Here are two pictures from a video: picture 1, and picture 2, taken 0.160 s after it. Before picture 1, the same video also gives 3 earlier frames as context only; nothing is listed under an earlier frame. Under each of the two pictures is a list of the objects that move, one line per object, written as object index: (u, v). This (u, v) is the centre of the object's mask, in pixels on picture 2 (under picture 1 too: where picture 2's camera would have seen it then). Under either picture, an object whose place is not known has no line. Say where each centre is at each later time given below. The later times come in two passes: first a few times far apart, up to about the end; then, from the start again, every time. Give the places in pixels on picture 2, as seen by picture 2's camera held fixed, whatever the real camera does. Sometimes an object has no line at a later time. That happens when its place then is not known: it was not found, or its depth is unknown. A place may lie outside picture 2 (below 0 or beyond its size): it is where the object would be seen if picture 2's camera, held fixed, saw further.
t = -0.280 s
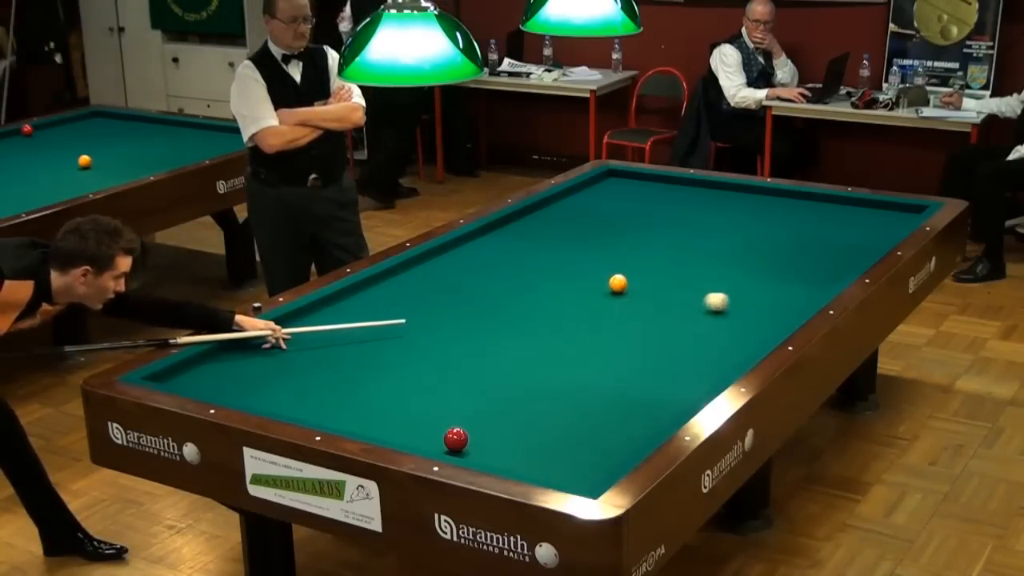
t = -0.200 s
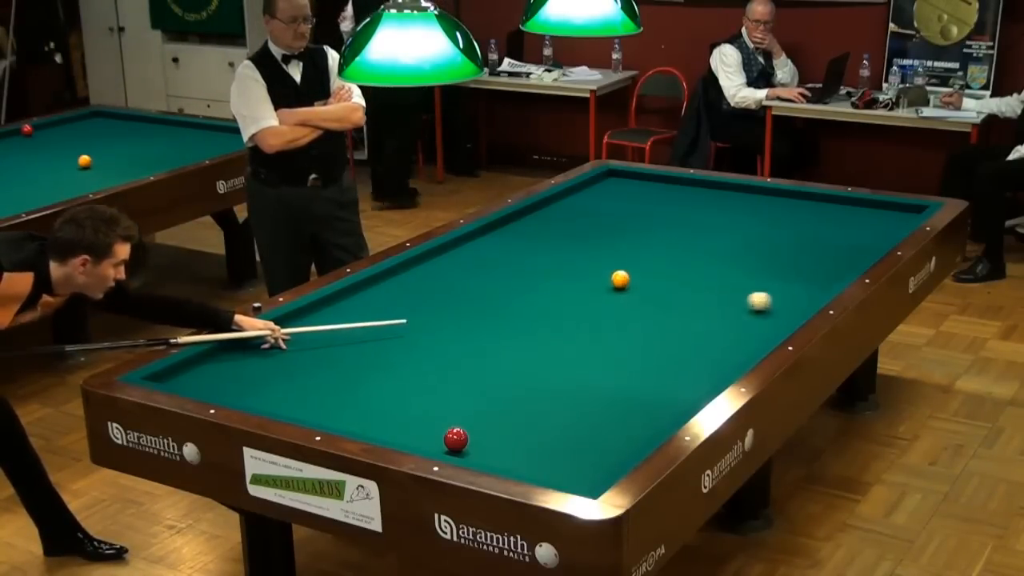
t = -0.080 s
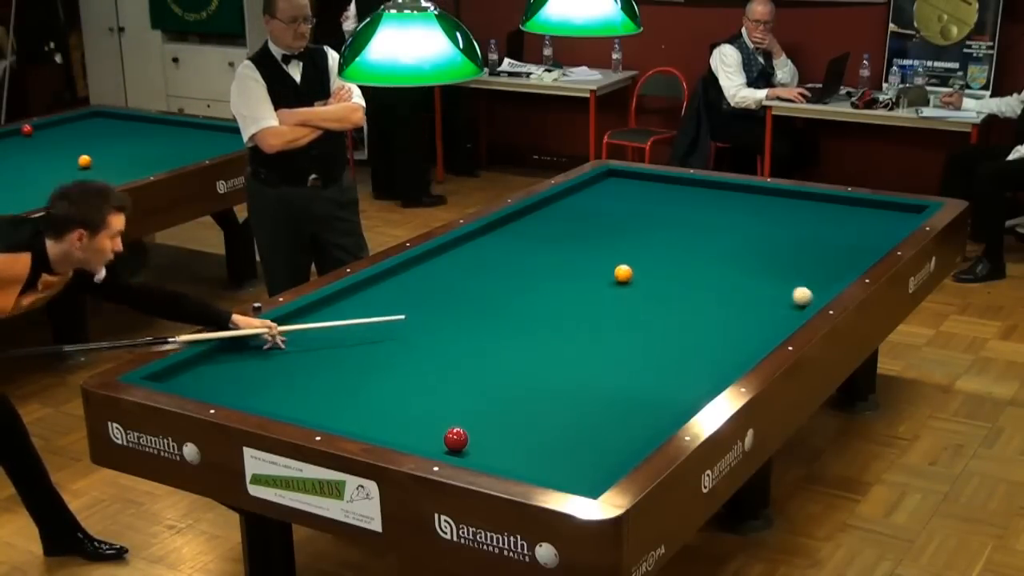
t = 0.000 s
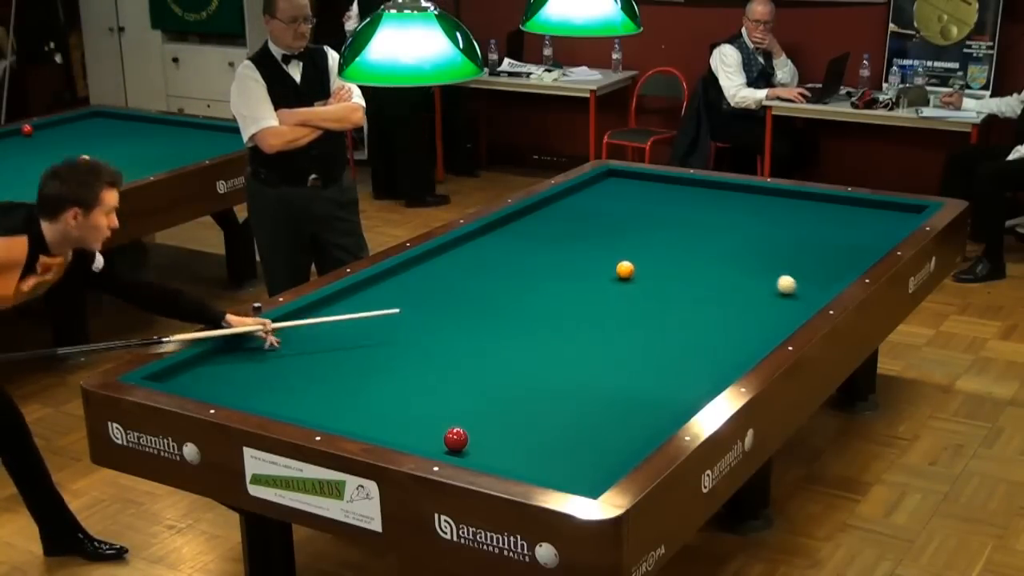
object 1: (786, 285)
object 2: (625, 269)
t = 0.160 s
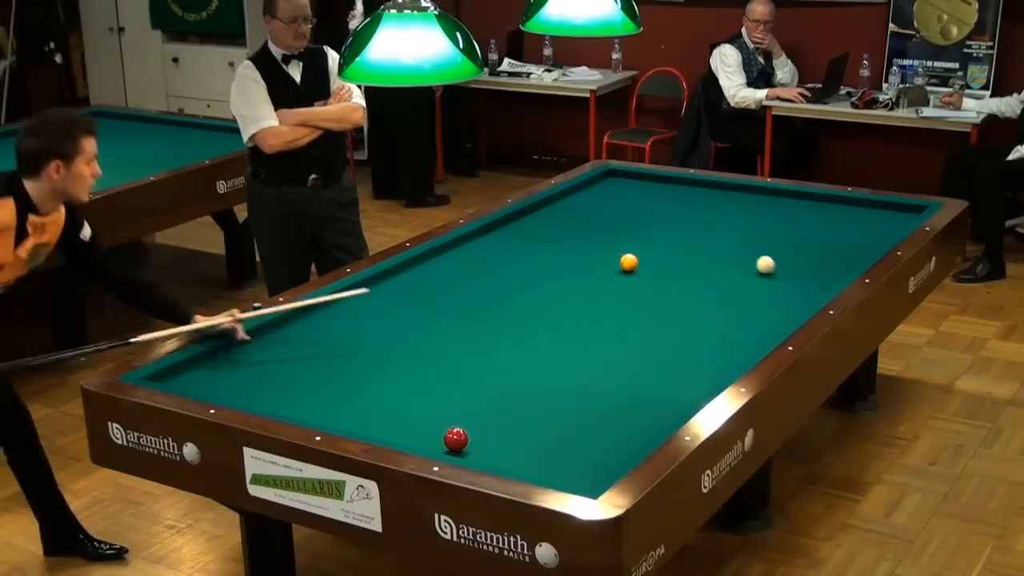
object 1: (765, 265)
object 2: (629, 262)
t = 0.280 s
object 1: (755, 252)
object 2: (631, 257)
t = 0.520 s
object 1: (737, 229)
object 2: (636, 247)
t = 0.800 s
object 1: (718, 205)
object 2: (642, 236)
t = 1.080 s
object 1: (701, 184)
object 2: (647, 226)
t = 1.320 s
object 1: (648, 185)
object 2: (651, 218)
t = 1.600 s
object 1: (586, 187)
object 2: (655, 210)
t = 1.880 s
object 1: (585, 198)
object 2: (659, 201)
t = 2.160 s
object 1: (591, 211)
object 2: (663, 194)
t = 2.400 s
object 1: (597, 222)
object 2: (666, 188)
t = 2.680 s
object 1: (604, 235)
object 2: (669, 182)
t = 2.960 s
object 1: (611, 249)
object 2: (665, 180)
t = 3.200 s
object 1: (617, 262)
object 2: (656, 182)
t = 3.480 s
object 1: (624, 278)
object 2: (646, 184)
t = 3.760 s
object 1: (632, 294)
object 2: (637, 186)
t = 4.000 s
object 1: (639, 309)
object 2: (629, 188)
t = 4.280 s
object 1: (648, 327)
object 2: (621, 190)
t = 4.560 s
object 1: (657, 346)
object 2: (613, 192)
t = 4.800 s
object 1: (665, 363)
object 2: (606, 193)
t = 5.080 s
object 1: (676, 384)
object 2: (599, 195)
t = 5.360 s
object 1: (677, 402)
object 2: (593, 196)
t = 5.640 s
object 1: (648, 412)
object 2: (587, 197)
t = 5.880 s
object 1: (624, 420)
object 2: (583, 198)
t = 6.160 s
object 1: (596, 429)
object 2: (578, 199)
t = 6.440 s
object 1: (569, 437)
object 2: (575, 200)
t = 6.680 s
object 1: (545, 445)
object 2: (572, 201)
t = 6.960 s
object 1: (518, 453)
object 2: (569, 201)
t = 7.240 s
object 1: (494, 458)
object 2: (567, 201)
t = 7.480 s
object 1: (493, 454)
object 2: (566, 201)
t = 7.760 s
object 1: (494, 450)
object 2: (565, 202)
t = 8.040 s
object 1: (496, 443)
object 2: (565, 202)
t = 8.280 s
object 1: (497, 439)
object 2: (564, 202)
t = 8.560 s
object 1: (498, 434)
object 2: (565, 202)
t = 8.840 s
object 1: (499, 431)
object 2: (565, 202)
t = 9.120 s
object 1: (499, 427)
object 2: (565, 202)
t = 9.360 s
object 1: (500, 424)
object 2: (565, 202)
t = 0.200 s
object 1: (762, 260)
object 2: (629, 261)
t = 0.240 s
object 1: (758, 256)
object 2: (630, 259)
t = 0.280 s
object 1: (755, 252)
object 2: (631, 257)
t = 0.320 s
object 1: (752, 248)
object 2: (632, 255)
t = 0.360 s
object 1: (749, 244)
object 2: (633, 254)
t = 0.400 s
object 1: (746, 240)
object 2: (634, 252)
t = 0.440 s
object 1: (742, 236)
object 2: (635, 250)
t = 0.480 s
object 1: (739, 232)
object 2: (636, 249)
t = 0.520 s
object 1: (737, 229)
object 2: (636, 247)
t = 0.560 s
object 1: (734, 225)
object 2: (637, 245)
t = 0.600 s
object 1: (731, 222)
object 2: (638, 244)
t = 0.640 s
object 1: (728, 218)
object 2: (639, 242)
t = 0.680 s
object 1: (726, 215)
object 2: (640, 241)
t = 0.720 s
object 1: (723, 211)
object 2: (640, 239)
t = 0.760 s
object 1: (720, 208)
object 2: (641, 238)
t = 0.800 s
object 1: (718, 205)
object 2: (642, 236)
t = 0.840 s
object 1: (715, 202)
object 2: (643, 235)
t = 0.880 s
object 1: (713, 198)
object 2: (643, 233)
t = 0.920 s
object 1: (710, 195)
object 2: (644, 232)
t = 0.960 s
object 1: (708, 192)
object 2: (645, 230)
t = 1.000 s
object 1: (706, 189)
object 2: (646, 229)
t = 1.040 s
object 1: (704, 186)
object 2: (646, 228)
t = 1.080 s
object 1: (701, 184)
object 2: (647, 226)
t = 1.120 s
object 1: (696, 182)
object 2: (648, 225)
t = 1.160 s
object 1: (686, 183)
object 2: (649, 224)
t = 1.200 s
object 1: (676, 184)
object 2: (649, 222)
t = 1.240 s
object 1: (666, 184)
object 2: (650, 221)
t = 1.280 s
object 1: (657, 185)
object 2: (650, 220)
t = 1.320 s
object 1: (648, 185)
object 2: (651, 218)
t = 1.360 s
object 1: (639, 185)
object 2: (651, 217)
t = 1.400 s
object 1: (630, 185)
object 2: (652, 216)
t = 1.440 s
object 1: (621, 186)
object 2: (653, 215)
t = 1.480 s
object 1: (612, 186)
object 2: (653, 213)
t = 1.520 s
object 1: (604, 186)
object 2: (654, 212)
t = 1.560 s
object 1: (595, 187)
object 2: (655, 211)
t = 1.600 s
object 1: (586, 187)
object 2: (655, 210)
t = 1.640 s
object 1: (578, 187)
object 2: (656, 209)
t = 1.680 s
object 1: (579, 189)
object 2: (656, 208)
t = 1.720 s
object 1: (581, 191)
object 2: (657, 207)
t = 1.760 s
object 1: (582, 193)
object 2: (657, 206)
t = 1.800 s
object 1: (583, 195)
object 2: (658, 204)
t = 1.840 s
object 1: (584, 196)
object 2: (659, 203)
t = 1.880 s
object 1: (585, 198)
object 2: (659, 201)
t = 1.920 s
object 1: (586, 200)
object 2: (660, 201)
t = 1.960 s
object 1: (587, 202)
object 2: (660, 200)
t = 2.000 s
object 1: (588, 203)
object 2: (661, 199)
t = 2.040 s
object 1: (589, 205)
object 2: (661, 197)
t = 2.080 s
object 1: (590, 207)
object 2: (662, 196)
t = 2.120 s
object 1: (590, 209)
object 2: (662, 195)
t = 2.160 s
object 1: (591, 211)
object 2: (663, 194)
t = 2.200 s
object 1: (592, 212)
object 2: (663, 193)
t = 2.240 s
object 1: (593, 214)
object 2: (664, 192)
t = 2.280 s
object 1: (594, 216)
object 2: (664, 191)
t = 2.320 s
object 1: (595, 218)
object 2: (665, 190)
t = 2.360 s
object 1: (596, 220)
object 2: (665, 189)
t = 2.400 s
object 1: (597, 222)
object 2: (666, 188)
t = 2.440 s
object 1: (598, 224)
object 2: (666, 187)
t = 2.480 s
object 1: (599, 225)
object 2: (667, 186)
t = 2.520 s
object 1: (600, 227)
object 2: (667, 185)
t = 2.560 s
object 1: (601, 229)
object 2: (668, 185)
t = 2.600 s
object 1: (602, 231)
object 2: (668, 183)
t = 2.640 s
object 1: (603, 233)
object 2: (669, 183)
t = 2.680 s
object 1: (604, 235)
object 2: (669, 182)
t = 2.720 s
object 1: (604, 237)
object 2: (670, 181)
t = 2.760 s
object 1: (605, 239)
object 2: (670, 180)
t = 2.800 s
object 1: (607, 241)
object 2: (670, 179)
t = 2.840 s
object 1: (607, 243)
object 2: (670, 179)
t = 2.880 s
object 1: (609, 245)
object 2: (668, 179)
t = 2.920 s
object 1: (610, 247)
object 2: (667, 179)
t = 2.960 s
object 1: (611, 249)
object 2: (665, 180)
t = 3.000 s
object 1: (612, 252)
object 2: (664, 180)
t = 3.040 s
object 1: (613, 254)
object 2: (662, 180)
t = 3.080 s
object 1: (614, 256)
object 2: (661, 181)
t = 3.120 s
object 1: (614, 258)
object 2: (659, 181)
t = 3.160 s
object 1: (616, 260)
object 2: (658, 181)
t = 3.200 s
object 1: (617, 262)
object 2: (656, 182)
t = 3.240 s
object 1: (618, 264)
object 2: (655, 182)
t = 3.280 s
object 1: (619, 267)
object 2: (653, 182)
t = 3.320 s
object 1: (620, 269)
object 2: (652, 182)
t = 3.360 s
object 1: (621, 271)
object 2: (650, 183)
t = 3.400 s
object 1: (622, 273)
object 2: (649, 183)
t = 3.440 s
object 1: (623, 275)
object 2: (647, 183)
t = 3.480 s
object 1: (624, 278)
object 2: (646, 184)
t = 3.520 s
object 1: (625, 280)
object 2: (645, 184)
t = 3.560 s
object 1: (626, 283)
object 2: (643, 184)
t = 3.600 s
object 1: (628, 285)
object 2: (642, 185)
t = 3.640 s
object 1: (629, 287)
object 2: (641, 185)
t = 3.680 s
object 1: (630, 290)
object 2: (639, 185)
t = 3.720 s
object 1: (631, 292)
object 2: (638, 186)
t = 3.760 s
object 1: (632, 294)
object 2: (637, 186)
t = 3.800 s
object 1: (633, 297)
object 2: (635, 186)
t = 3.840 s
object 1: (635, 299)
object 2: (634, 187)
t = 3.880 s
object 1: (636, 302)
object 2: (633, 187)
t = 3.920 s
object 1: (637, 304)
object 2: (631, 187)
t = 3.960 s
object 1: (638, 307)
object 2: (630, 188)
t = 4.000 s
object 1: (639, 309)
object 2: (629, 188)
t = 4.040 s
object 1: (641, 312)
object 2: (628, 188)
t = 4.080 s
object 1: (642, 314)
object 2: (626, 189)
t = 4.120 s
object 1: (643, 317)
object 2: (625, 189)
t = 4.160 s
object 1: (644, 319)
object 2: (624, 189)
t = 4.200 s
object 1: (646, 322)
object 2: (623, 189)
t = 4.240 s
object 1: (647, 325)
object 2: (622, 190)
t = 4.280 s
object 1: (648, 327)
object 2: (621, 190)
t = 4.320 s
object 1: (649, 330)
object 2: (619, 190)
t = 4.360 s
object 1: (651, 332)
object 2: (618, 190)
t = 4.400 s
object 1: (652, 335)
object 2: (617, 191)
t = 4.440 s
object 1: (653, 338)
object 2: (616, 191)
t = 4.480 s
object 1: (655, 340)
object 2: (615, 191)
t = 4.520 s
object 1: (656, 343)
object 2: (614, 191)
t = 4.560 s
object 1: (657, 346)
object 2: (613, 192)
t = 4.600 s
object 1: (659, 349)
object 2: (611, 192)
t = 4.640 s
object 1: (660, 352)
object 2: (610, 192)
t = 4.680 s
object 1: (661, 354)
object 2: (609, 192)
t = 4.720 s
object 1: (663, 357)
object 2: (608, 193)
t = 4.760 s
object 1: (664, 360)
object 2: (607, 193)
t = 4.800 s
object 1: (665, 363)
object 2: (606, 193)
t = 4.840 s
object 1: (667, 366)
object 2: (605, 193)
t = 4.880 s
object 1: (668, 369)
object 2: (604, 193)
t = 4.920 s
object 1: (670, 372)
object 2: (603, 194)
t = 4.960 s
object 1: (671, 375)
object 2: (602, 194)
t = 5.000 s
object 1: (673, 378)
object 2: (601, 194)
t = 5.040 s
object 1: (674, 380)
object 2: (600, 194)
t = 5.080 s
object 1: (676, 384)
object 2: (599, 195)
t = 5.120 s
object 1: (677, 387)
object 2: (598, 195)
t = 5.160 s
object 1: (679, 390)
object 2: (598, 195)
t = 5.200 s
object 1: (680, 393)
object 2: (597, 195)
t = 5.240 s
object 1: (681, 396)
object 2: (596, 195)
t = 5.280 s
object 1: (683, 398)
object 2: (595, 196)
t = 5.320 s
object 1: (681, 400)
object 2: (594, 196)
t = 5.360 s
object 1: (677, 402)
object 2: (593, 196)
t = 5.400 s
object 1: (672, 404)
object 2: (592, 196)
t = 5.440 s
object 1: (669, 405)
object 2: (591, 196)
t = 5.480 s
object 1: (665, 406)
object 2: (591, 196)
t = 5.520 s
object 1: (660, 408)
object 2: (590, 197)
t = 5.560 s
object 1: (656, 409)
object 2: (589, 197)
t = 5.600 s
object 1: (652, 411)
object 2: (588, 197)
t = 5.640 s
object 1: (648, 412)
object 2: (587, 197)
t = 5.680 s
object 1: (644, 413)
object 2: (587, 197)
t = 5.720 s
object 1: (640, 414)
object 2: (586, 197)
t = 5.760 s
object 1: (636, 416)
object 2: (585, 198)
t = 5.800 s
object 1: (632, 417)
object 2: (584, 198)
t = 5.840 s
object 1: (628, 418)
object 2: (584, 198)
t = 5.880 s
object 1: (624, 420)
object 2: (583, 198)
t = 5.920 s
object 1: (620, 421)
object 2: (582, 198)
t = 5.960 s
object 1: (616, 422)
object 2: (582, 198)
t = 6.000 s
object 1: (612, 424)
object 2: (581, 199)
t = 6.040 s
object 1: (608, 425)
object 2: (580, 199)
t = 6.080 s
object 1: (604, 426)
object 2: (580, 199)
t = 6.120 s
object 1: (600, 427)
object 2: (579, 199)
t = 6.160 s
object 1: (596, 429)
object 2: (578, 199)
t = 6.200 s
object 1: (592, 430)
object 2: (578, 199)
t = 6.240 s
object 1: (588, 431)
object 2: (577, 199)
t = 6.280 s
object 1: (584, 432)
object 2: (577, 199)
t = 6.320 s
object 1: (580, 434)
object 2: (576, 200)
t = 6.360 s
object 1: (576, 435)
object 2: (576, 200)
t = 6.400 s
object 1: (573, 436)
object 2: (575, 200)
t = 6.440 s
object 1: (569, 437)
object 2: (575, 200)
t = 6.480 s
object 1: (565, 438)
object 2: (574, 200)
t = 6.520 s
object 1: (561, 440)
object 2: (574, 200)
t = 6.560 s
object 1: (557, 441)
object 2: (573, 200)
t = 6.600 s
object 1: (553, 443)
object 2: (573, 201)
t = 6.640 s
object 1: (549, 443)
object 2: (572, 201)
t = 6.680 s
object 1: (545, 445)
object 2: (572, 201)
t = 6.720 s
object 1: (541, 446)
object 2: (571, 201)
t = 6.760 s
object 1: (537, 447)
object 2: (571, 201)
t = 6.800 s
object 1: (534, 449)
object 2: (571, 201)
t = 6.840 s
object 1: (530, 450)
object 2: (570, 201)
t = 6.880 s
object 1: (526, 451)
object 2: (570, 201)
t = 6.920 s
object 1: (523, 452)
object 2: (569, 201)
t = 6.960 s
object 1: (518, 453)
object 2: (569, 201)
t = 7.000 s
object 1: (515, 454)
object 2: (569, 201)
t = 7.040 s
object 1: (512, 456)
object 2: (569, 201)
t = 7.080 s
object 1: (508, 456)
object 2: (568, 201)
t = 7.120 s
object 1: (504, 457)
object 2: (568, 201)
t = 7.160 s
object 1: (501, 457)
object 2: (568, 201)
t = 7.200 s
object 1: (497, 458)
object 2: (567, 201)
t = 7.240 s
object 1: (494, 458)
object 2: (567, 201)
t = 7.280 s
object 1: (492, 458)
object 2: (567, 201)
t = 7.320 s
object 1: (492, 457)
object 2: (566, 201)
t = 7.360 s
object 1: (492, 457)
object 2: (566, 201)
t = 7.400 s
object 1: (493, 456)
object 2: (566, 201)
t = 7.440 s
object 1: (493, 455)
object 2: (566, 201)
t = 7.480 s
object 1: (493, 454)
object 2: (566, 201)
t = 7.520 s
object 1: (493, 453)
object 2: (566, 201)
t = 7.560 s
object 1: (493, 453)
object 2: (566, 202)
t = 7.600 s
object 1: (493, 452)
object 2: (565, 202)
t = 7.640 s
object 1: (494, 452)
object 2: (565, 202)
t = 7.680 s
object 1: (494, 451)
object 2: (565, 202)
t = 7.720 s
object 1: (494, 450)
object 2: (565, 202)
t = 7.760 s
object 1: (494, 450)
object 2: (565, 202)
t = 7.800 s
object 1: (494, 449)
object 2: (565, 202)
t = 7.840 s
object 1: (495, 448)
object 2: (565, 202)
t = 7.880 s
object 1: (495, 447)
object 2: (565, 202)
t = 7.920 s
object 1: (495, 446)
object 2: (565, 202)
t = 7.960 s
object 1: (495, 445)
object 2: (565, 202)
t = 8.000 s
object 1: (496, 444)
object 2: (565, 202)
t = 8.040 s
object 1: (496, 443)
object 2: (565, 202)
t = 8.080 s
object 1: (496, 443)
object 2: (565, 202)
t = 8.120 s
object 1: (496, 442)
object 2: (565, 202)
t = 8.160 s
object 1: (496, 441)
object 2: (564, 202)
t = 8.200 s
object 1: (496, 440)
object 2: (565, 202)
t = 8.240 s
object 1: (497, 440)
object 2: (565, 202)
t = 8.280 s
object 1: (497, 439)
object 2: (564, 202)
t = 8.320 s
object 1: (497, 438)
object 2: (565, 202)
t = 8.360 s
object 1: (497, 438)
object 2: (565, 202)
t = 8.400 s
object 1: (497, 437)
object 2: (565, 202)
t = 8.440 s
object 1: (498, 436)
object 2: (565, 202)
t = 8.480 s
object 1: (498, 436)
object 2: (565, 202)
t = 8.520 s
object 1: (498, 435)
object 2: (565, 202)
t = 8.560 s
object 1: (498, 434)
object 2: (565, 202)
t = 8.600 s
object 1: (498, 434)
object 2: (565, 202)
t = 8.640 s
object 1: (498, 433)
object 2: (565, 202)
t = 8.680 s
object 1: (498, 433)
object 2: (565, 202)
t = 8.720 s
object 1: (498, 432)
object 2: (565, 202)
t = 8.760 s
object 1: (499, 431)
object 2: (565, 202)
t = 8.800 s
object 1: (499, 431)
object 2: (565, 202)
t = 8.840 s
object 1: (499, 431)
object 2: (565, 202)
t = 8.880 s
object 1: (499, 430)
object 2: (565, 202)
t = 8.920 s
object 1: (499, 429)
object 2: (565, 202)
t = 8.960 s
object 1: (499, 429)
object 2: (565, 202)
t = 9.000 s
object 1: (499, 428)
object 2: (565, 202)
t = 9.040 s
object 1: (499, 428)
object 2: (565, 202)
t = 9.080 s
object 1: (499, 427)
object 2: (565, 202)
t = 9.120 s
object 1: (499, 427)
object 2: (565, 202)
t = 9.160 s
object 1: (500, 427)
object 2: (565, 202)
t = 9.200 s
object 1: (500, 426)
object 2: (565, 202)
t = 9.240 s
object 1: (500, 426)
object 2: (565, 202)
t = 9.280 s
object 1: (500, 425)
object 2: (565, 202)
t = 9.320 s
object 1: (500, 425)
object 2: (565, 202)
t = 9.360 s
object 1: (500, 424)
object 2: (565, 202)
